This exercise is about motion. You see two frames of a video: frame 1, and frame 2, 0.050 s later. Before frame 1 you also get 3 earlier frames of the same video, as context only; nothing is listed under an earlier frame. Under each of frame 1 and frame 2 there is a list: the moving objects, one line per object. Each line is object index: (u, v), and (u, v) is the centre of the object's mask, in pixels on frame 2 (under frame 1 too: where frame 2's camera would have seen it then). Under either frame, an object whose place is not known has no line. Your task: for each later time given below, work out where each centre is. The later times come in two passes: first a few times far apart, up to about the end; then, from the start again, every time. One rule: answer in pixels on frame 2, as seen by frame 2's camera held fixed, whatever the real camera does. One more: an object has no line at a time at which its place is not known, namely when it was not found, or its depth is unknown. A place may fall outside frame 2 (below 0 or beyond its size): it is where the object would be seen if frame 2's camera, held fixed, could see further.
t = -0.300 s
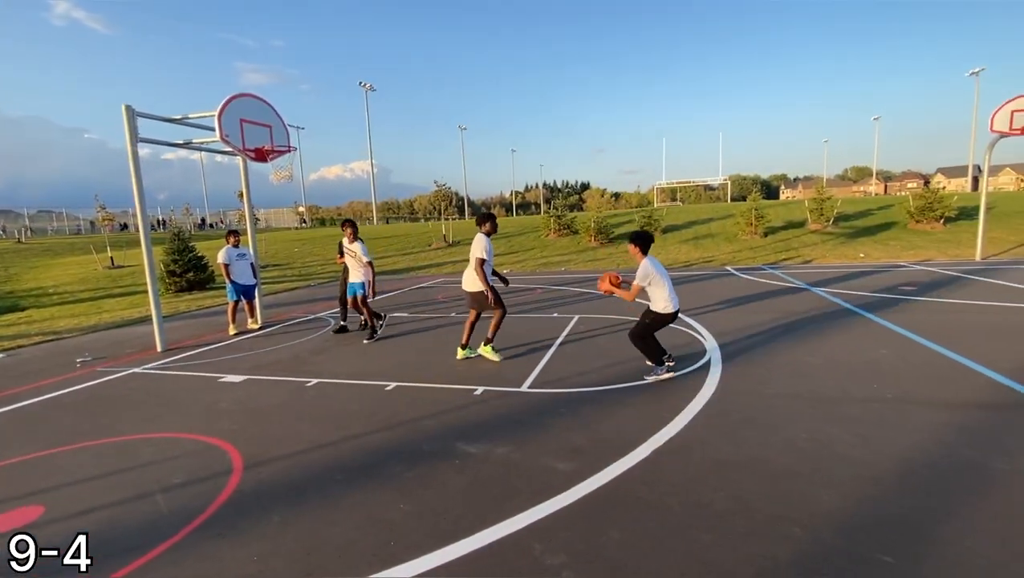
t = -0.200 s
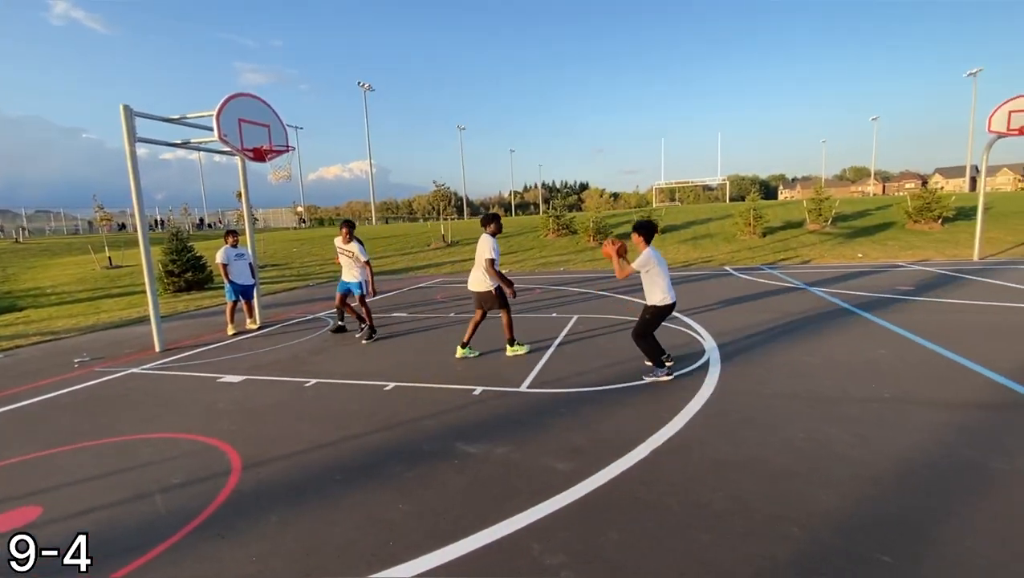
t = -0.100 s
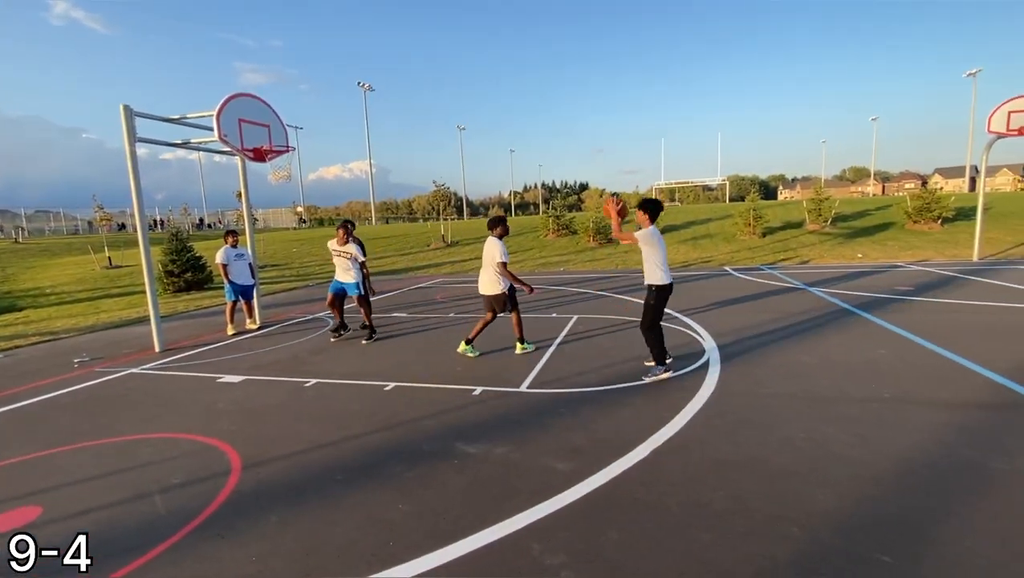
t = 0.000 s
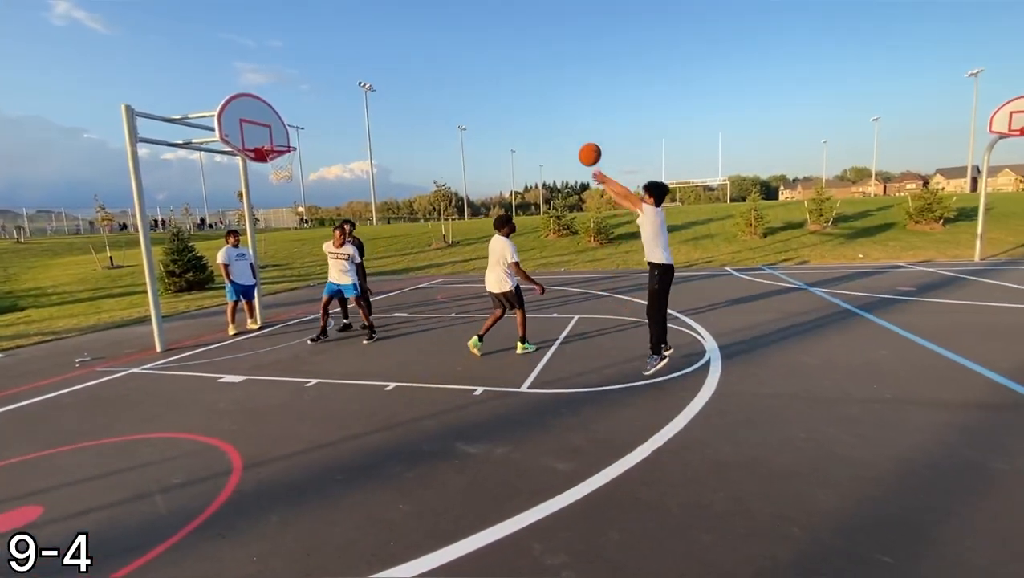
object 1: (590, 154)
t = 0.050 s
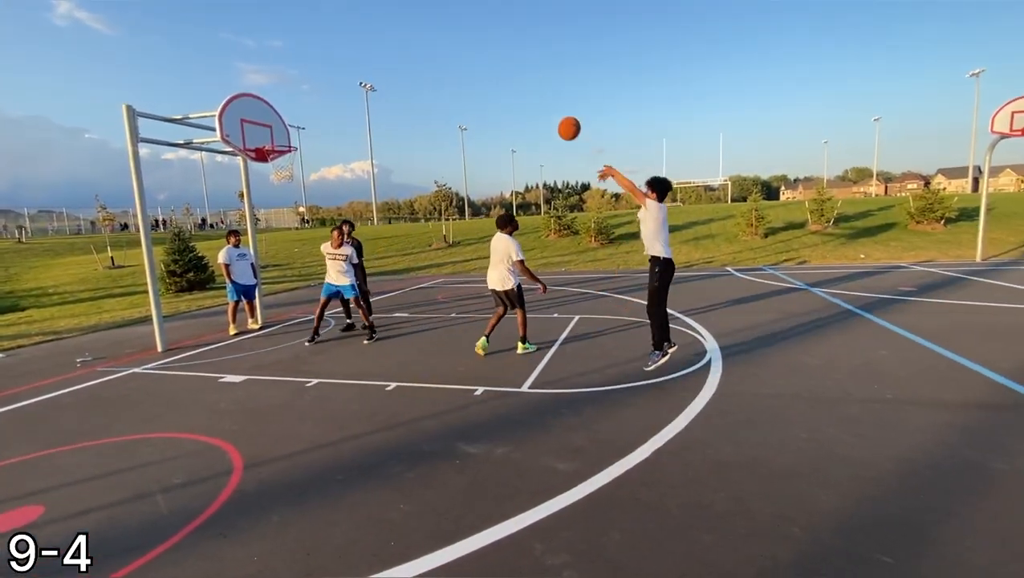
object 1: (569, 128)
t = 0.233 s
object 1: (495, 58)
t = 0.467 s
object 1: (415, 21)
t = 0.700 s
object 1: (349, 34)
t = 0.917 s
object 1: (301, 81)
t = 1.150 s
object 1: (279, 143)
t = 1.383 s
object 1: (314, 115)
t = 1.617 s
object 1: (345, 114)
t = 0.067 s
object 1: (562, 120)
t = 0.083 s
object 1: (555, 112)
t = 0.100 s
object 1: (548, 105)
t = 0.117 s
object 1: (541, 98)
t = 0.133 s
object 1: (534, 91)
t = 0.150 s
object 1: (528, 85)
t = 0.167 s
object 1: (521, 79)
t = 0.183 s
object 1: (514, 73)
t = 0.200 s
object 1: (508, 67)
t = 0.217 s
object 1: (502, 62)
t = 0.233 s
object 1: (495, 58)
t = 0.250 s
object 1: (489, 53)
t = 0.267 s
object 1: (483, 49)
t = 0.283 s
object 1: (477, 45)
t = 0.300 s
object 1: (471, 41)
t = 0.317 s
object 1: (465, 38)
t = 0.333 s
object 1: (459, 35)
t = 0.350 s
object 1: (453, 32)
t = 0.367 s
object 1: (447, 30)
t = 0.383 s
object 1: (442, 28)
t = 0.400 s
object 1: (436, 26)
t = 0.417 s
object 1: (431, 24)
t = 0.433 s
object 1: (425, 23)
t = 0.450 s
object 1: (420, 22)
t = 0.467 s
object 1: (415, 21)
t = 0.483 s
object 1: (410, 20)
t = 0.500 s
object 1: (405, 20)
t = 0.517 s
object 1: (400, 20)
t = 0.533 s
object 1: (395, 20)
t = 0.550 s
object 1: (390, 21)
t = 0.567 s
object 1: (385, 21)
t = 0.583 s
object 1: (380, 22)
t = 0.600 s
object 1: (376, 23)
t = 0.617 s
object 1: (371, 24)
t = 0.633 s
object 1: (367, 26)
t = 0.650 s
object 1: (362, 28)
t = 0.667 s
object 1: (358, 30)
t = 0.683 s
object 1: (354, 32)
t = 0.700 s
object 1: (349, 34)
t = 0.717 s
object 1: (345, 37)
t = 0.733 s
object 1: (341, 39)
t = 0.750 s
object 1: (337, 42)
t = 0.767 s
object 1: (333, 45)
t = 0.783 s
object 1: (329, 49)
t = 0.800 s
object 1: (326, 52)
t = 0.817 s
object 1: (322, 56)
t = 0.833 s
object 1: (319, 60)
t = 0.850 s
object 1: (315, 64)
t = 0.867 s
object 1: (311, 68)
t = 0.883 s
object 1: (308, 72)
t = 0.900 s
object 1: (305, 77)
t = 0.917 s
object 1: (301, 81)
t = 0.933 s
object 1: (298, 86)
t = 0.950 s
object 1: (295, 91)
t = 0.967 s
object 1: (292, 96)
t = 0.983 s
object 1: (289, 102)
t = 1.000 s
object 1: (286, 107)
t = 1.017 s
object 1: (283, 112)
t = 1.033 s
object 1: (280, 117)
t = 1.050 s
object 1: (277, 123)
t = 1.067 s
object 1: (274, 129)
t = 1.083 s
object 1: (271, 135)
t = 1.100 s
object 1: (268, 140)
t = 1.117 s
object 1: (269, 143)
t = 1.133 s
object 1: (274, 142)
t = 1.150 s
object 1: (279, 143)
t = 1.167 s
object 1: (284, 144)
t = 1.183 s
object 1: (288, 144)
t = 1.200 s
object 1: (290, 141)
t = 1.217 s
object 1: (292, 138)
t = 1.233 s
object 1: (295, 134)
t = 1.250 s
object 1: (296, 131)
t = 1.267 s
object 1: (299, 129)
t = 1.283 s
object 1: (301, 126)
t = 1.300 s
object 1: (303, 124)
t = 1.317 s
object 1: (305, 122)
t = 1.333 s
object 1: (308, 120)
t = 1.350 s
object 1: (310, 118)
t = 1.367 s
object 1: (312, 116)
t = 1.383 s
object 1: (314, 115)
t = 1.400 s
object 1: (316, 114)
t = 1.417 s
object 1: (318, 113)
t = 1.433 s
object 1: (321, 112)
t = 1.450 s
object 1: (323, 111)
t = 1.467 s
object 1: (325, 111)
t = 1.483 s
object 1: (327, 110)
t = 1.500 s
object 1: (330, 110)
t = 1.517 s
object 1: (332, 110)
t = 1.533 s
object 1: (334, 111)
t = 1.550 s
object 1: (336, 111)
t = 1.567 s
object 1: (339, 111)
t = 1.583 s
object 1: (341, 112)
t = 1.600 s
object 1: (343, 113)
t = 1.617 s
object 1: (345, 114)
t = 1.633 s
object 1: (347, 116)
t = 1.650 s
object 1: (350, 117)
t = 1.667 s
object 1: (352, 118)
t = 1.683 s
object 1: (354, 120)
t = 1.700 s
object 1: (357, 122)
